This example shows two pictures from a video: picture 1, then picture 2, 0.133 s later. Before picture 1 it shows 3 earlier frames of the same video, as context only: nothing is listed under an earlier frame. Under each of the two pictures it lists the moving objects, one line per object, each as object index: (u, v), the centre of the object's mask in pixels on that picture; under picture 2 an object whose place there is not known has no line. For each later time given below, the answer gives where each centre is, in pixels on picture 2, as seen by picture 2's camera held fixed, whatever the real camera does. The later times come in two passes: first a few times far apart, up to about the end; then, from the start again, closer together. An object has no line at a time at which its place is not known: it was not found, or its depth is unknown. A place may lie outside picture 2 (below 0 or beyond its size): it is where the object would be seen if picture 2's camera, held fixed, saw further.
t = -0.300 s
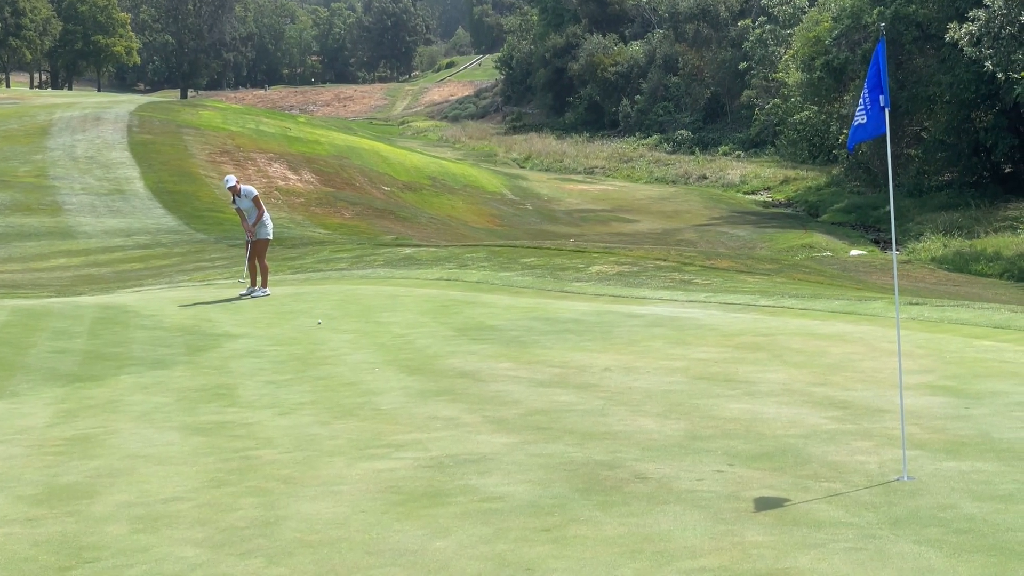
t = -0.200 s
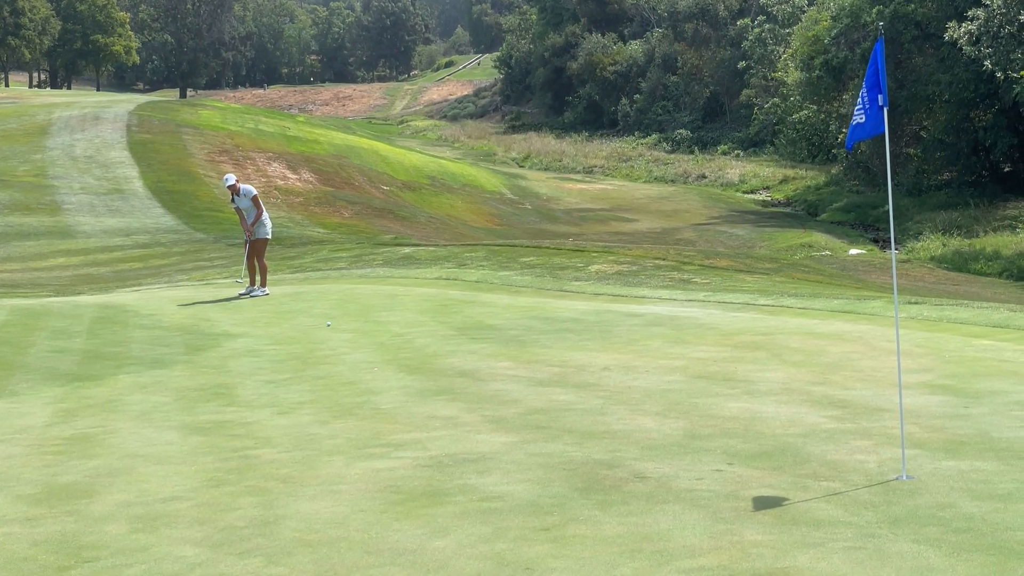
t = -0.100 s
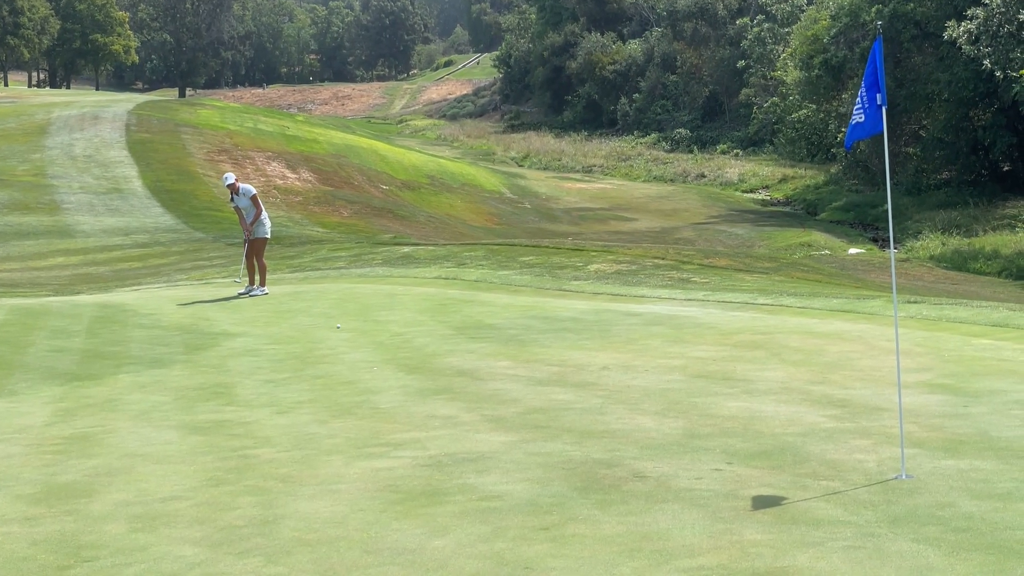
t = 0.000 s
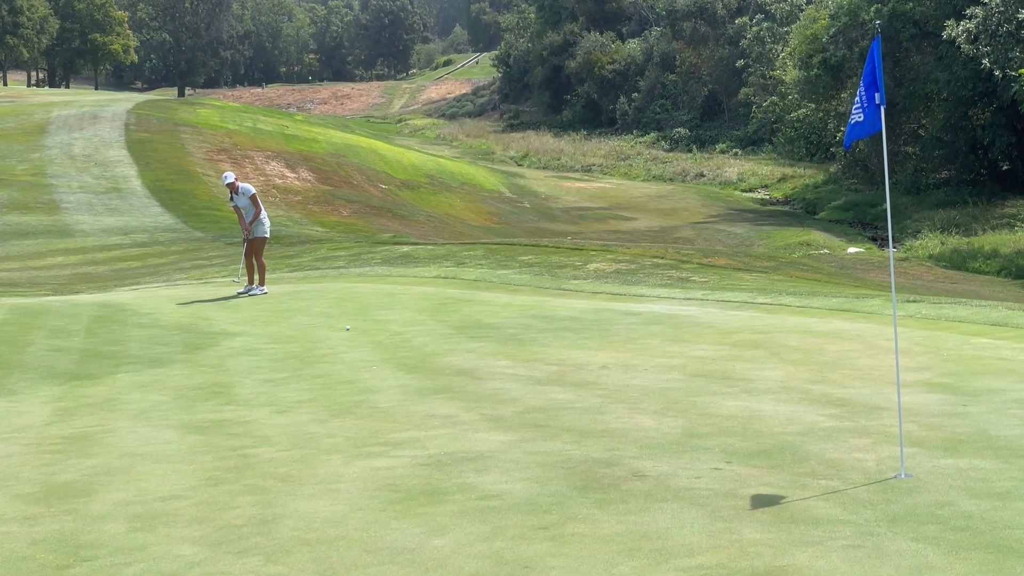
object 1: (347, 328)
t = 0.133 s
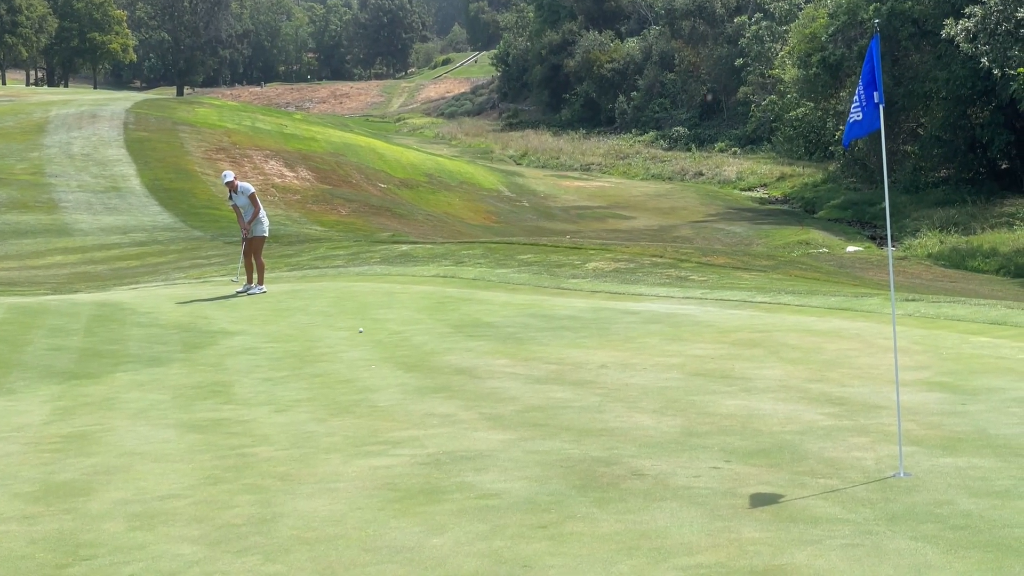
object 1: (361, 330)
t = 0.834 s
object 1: (438, 351)
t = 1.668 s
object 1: (537, 379)
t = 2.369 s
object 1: (629, 401)
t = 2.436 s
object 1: (637, 403)
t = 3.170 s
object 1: (735, 427)
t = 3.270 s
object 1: (748, 430)
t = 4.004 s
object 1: (834, 453)
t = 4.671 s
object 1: (890, 469)
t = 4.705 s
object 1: (892, 470)
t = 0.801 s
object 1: (434, 350)
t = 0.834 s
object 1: (438, 351)
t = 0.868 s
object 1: (441, 353)
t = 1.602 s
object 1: (529, 377)
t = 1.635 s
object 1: (533, 378)
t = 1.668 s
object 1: (537, 379)
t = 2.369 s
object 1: (629, 401)
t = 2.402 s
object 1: (633, 402)
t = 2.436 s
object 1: (637, 403)
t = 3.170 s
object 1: (735, 427)
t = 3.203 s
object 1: (740, 428)
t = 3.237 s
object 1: (744, 429)
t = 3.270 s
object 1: (748, 430)
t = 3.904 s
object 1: (823, 450)
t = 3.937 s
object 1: (827, 451)
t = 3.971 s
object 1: (830, 451)
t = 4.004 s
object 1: (834, 453)
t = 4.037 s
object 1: (837, 453)
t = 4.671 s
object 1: (890, 469)
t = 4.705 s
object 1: (892, 470)
